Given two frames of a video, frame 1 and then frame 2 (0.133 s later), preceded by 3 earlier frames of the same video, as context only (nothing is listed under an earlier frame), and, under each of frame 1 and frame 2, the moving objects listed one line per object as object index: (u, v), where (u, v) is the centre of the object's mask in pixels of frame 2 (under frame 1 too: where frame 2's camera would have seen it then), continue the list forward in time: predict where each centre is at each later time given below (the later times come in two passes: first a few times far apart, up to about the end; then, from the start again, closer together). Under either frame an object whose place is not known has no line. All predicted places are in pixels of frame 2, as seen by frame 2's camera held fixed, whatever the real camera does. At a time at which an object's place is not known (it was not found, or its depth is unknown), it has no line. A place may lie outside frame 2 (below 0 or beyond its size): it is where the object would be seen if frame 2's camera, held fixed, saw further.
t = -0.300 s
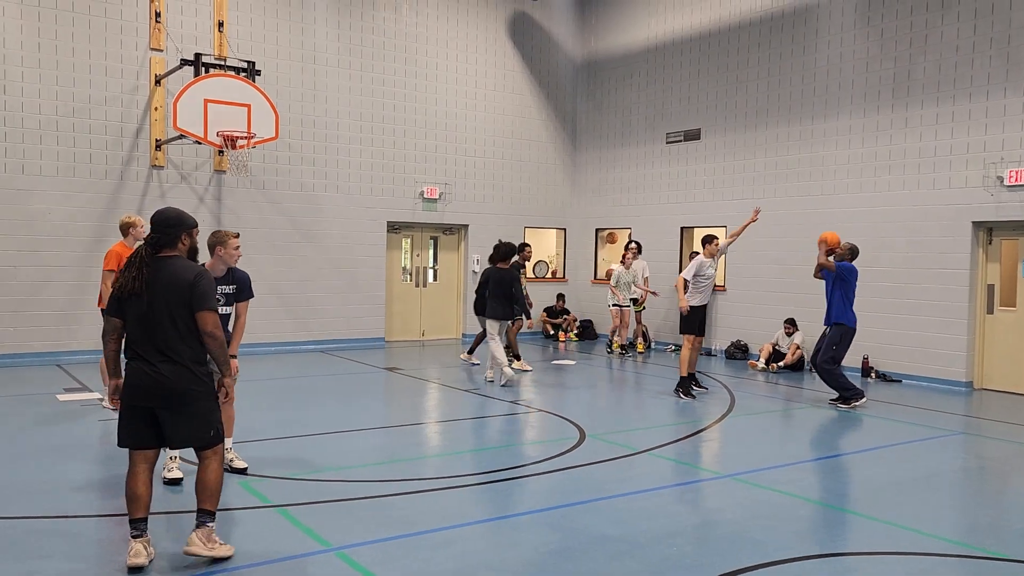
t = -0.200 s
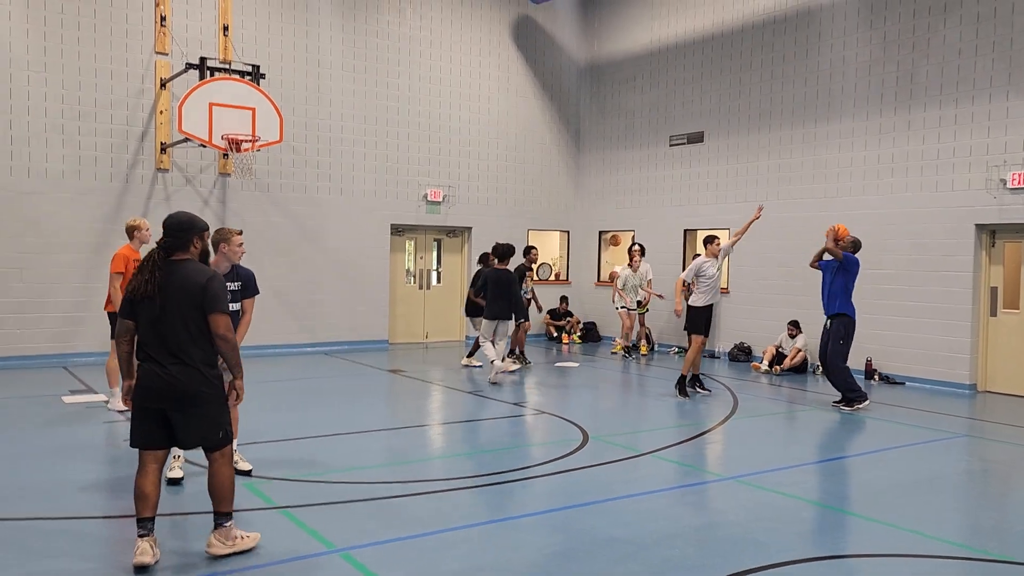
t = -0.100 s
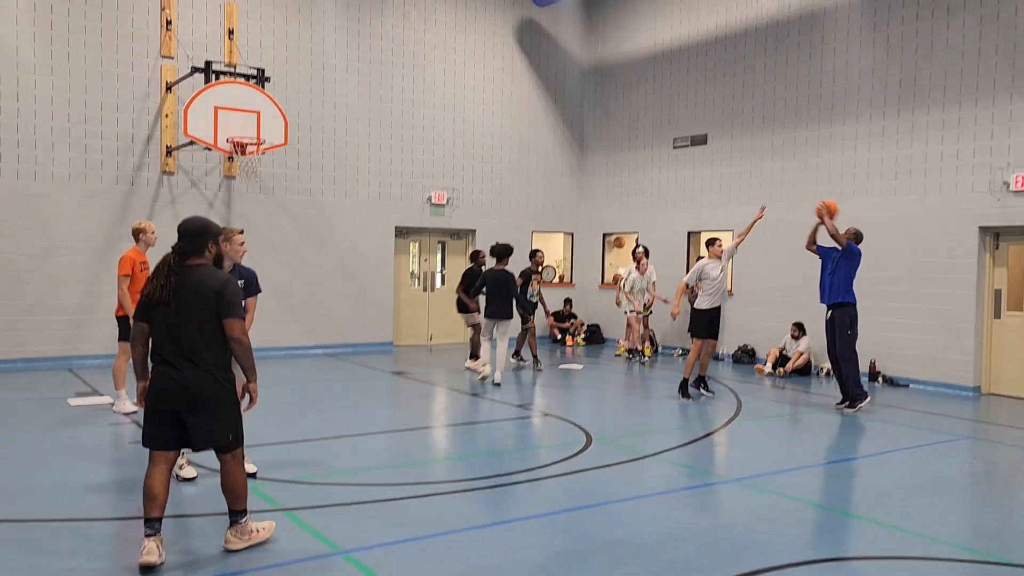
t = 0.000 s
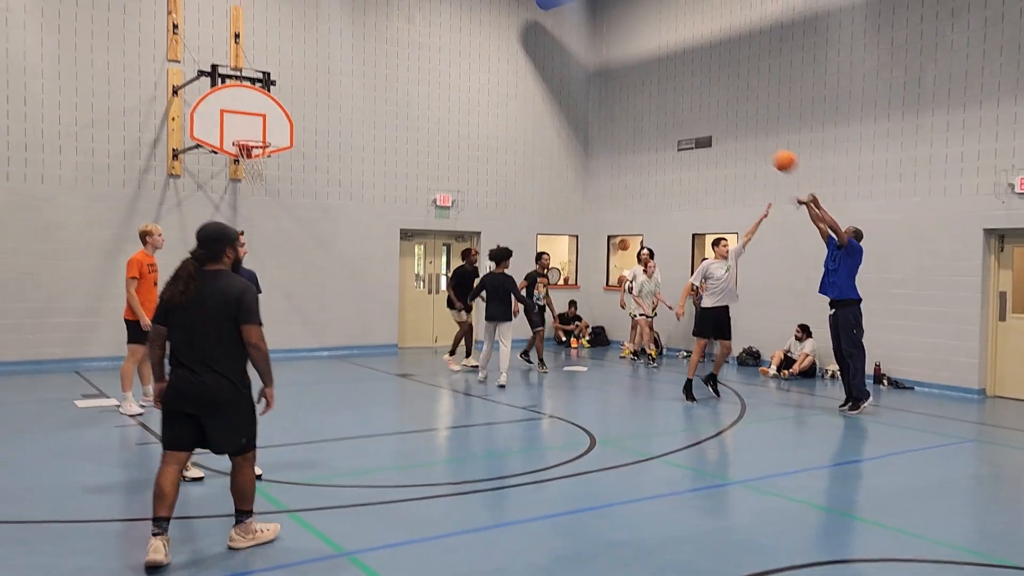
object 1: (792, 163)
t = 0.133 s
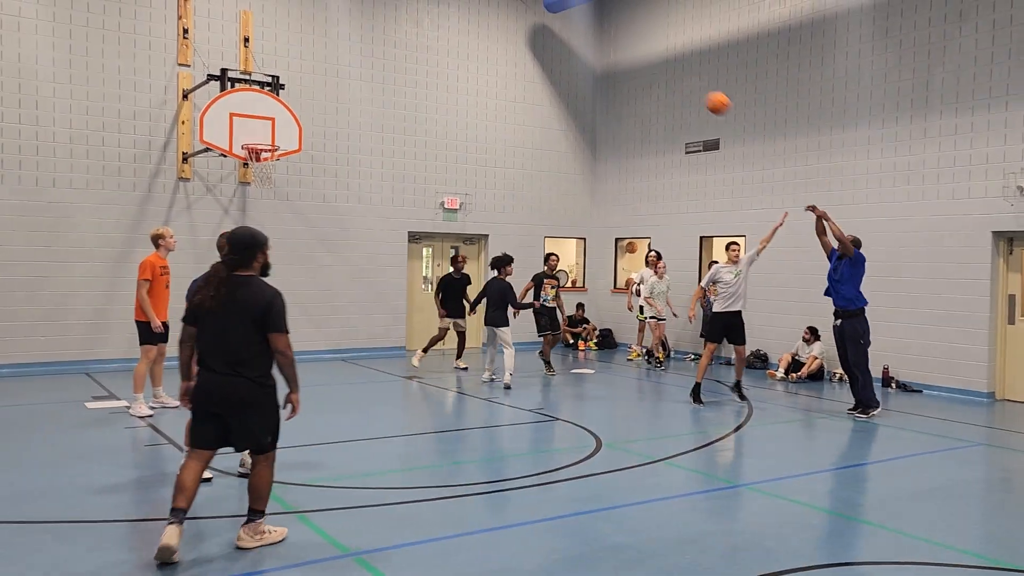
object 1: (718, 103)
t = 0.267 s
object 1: (645, 61)
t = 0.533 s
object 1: (510, 23)
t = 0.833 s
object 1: (369, 48)
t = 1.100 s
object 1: (252, 127)
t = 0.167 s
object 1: (699, 90)
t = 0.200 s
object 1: (681, 79)
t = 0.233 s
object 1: (663, 69)
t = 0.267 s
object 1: (645, 61)
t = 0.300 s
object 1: (627, 52)
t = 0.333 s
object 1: (610, 45)
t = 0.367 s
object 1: (594, 39)
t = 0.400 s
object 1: (576, 34)
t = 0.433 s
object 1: (559, 30)
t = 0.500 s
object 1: (526, 24)
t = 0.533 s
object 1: (510, 23)
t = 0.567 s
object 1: (494, 22)
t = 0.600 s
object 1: (478, 22)
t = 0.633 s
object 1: (462, 23)
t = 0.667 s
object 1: (446, 25)
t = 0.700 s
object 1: (430, 28)
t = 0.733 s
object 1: (415, 32)
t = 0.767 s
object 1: (399, 36)
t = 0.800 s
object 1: (384, 42)
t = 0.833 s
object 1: (369, 48)
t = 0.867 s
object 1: (354, 55)
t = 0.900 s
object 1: (339, 62)
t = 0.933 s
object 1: (324, 72)
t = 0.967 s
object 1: (310, 81)
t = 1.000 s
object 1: (295, 91)
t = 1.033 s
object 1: (281, 102)
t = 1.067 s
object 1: (266, 114)
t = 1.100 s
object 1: (252, 127)
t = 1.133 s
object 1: (239, 136)
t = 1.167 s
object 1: (229, 132)
